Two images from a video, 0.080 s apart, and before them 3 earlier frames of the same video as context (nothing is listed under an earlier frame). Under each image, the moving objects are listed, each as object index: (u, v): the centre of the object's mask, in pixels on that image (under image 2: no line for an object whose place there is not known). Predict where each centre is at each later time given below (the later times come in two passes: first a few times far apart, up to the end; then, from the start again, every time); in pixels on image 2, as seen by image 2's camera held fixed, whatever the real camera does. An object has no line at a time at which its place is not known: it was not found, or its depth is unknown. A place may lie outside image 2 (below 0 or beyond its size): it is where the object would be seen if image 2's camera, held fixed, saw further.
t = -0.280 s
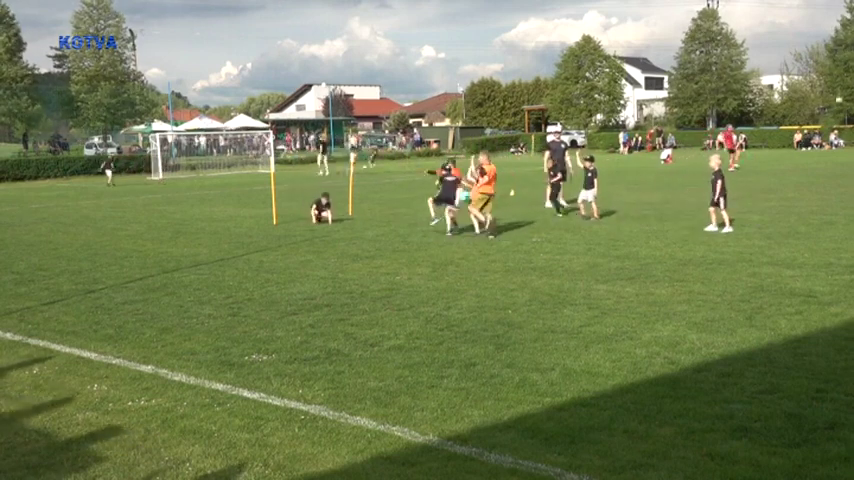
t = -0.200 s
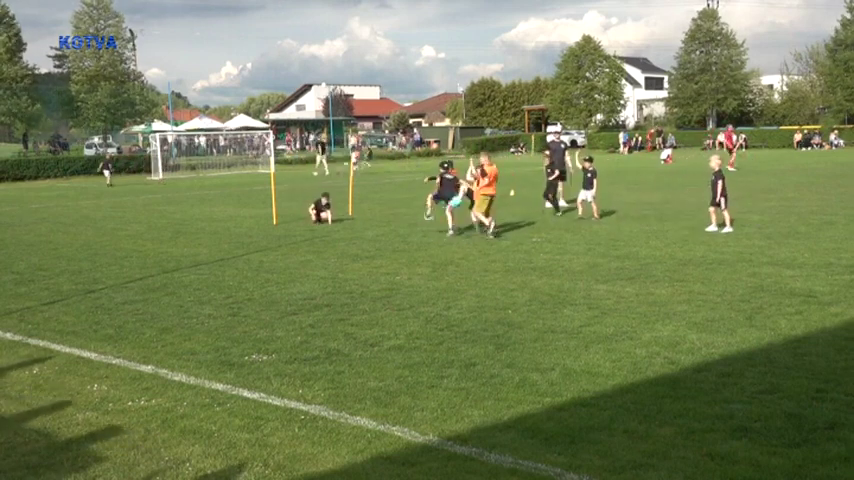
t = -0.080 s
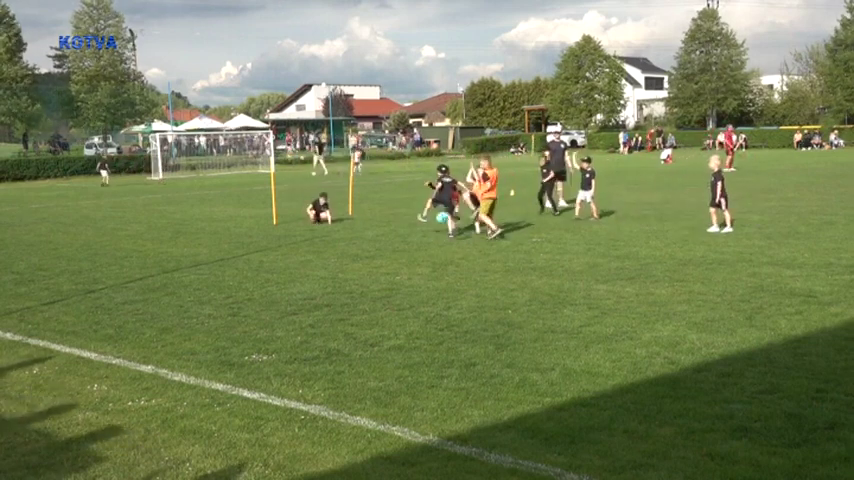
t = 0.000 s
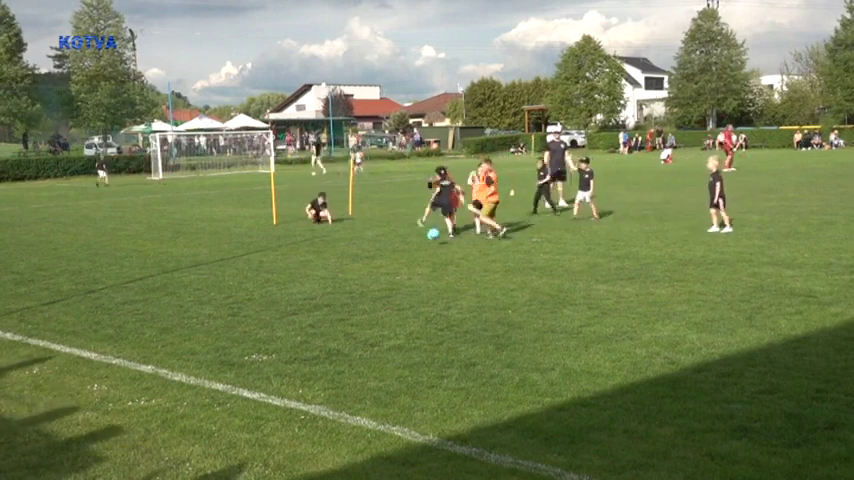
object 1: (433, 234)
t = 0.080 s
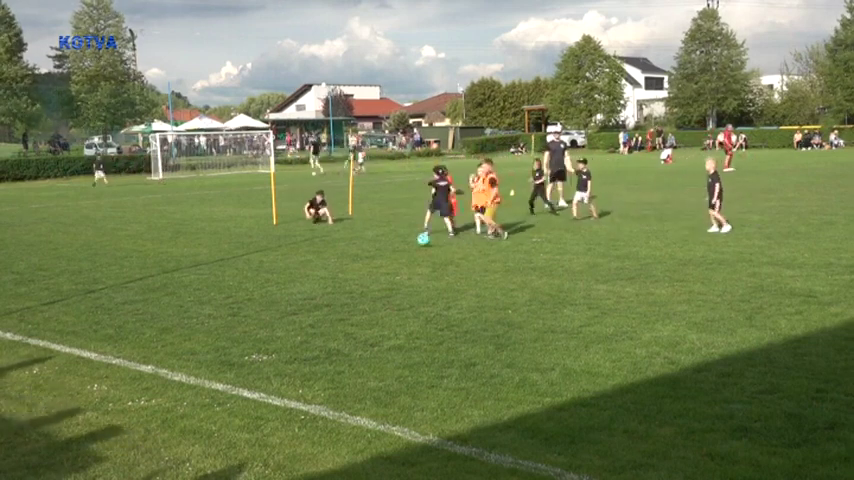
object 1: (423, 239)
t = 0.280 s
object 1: (395, 237)
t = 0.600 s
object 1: (350, 253)
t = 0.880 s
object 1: (311, 260)
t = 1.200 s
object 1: (268, 268)
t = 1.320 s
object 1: (252, 271)
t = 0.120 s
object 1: (417, 237)
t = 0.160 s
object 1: (411, 235)
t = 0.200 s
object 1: (406, 235)
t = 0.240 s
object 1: (400, 236)
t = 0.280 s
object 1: (395, 237)
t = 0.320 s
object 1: (389, 240)
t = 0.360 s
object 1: (383, 244)
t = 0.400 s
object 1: (378, 249)
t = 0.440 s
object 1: (372, 249)
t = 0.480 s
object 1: (366, 249)
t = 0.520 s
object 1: (361, 249)
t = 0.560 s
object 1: (355, 250)
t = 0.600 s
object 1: (350, 253)
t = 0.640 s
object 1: (344, 256)
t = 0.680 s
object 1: (338, 256)
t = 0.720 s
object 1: (333, 257)
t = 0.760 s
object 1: (327, 258)
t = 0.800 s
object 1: (322, 259)
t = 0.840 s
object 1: (317, 260)
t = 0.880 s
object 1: (311, 260)
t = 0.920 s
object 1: (305, 262)
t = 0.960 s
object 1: (300, 264)
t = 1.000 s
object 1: (295, 264)
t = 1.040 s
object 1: (289, 264)
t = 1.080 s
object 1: (284, 265)
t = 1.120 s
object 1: (279, 266)
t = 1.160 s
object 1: (273, 267)
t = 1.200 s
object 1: (268, 268)
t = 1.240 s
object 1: (263, 269)
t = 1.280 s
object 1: (257, 269)
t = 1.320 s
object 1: (252, 271)
